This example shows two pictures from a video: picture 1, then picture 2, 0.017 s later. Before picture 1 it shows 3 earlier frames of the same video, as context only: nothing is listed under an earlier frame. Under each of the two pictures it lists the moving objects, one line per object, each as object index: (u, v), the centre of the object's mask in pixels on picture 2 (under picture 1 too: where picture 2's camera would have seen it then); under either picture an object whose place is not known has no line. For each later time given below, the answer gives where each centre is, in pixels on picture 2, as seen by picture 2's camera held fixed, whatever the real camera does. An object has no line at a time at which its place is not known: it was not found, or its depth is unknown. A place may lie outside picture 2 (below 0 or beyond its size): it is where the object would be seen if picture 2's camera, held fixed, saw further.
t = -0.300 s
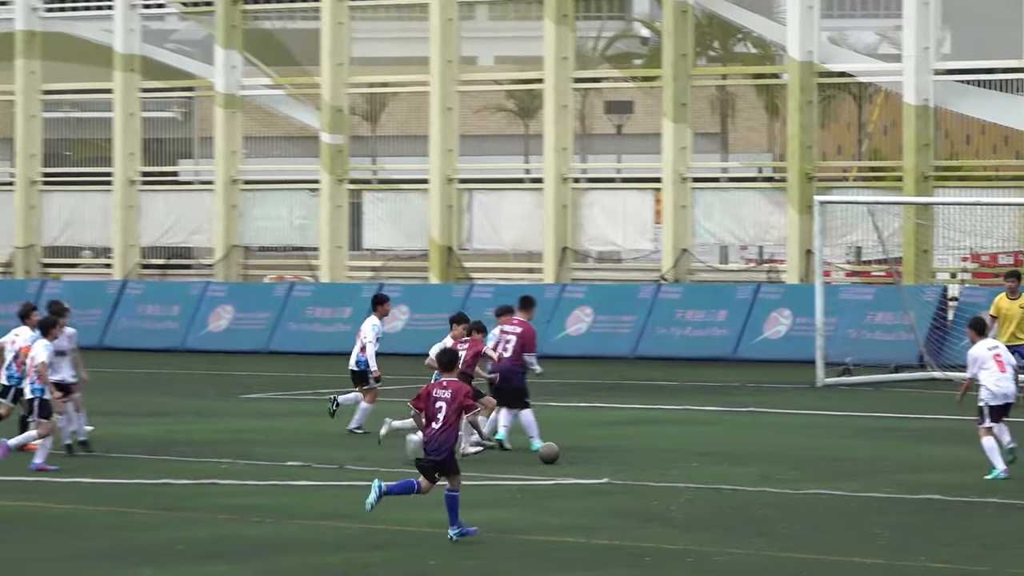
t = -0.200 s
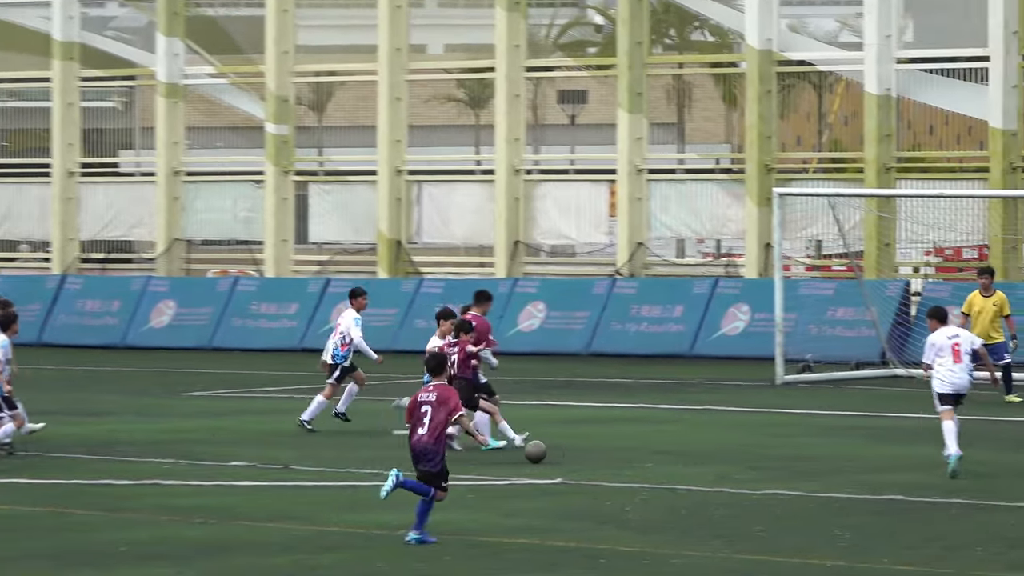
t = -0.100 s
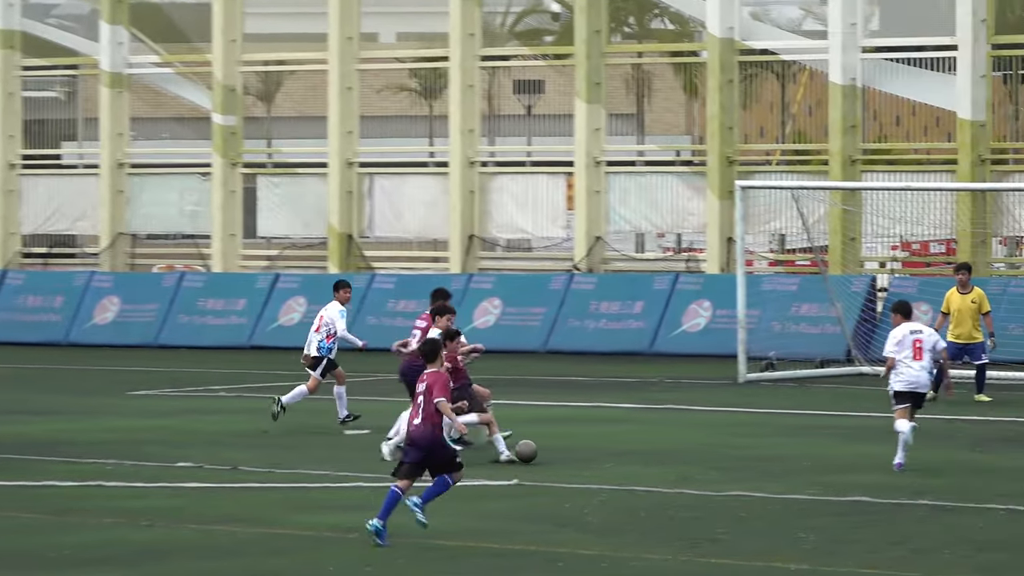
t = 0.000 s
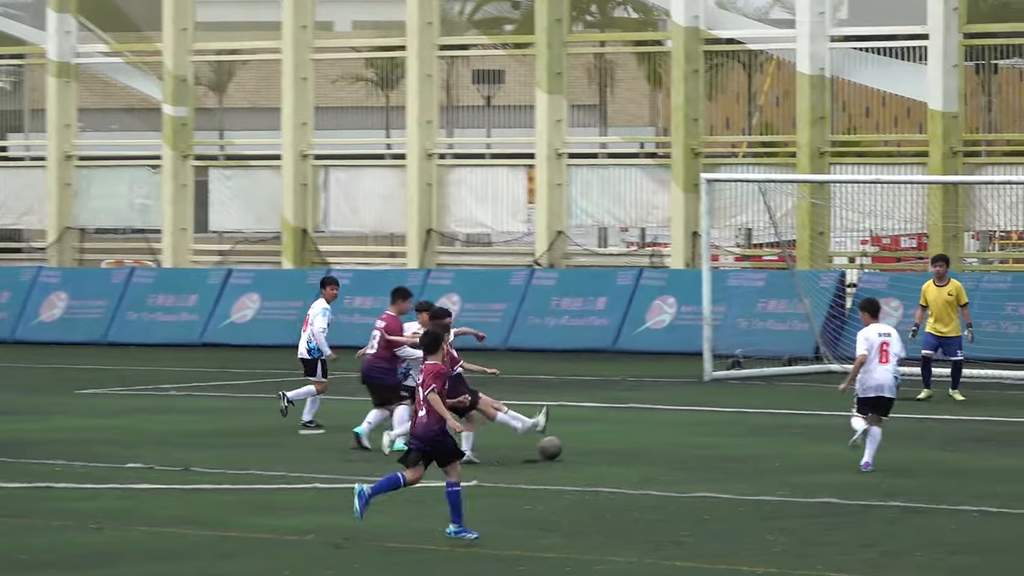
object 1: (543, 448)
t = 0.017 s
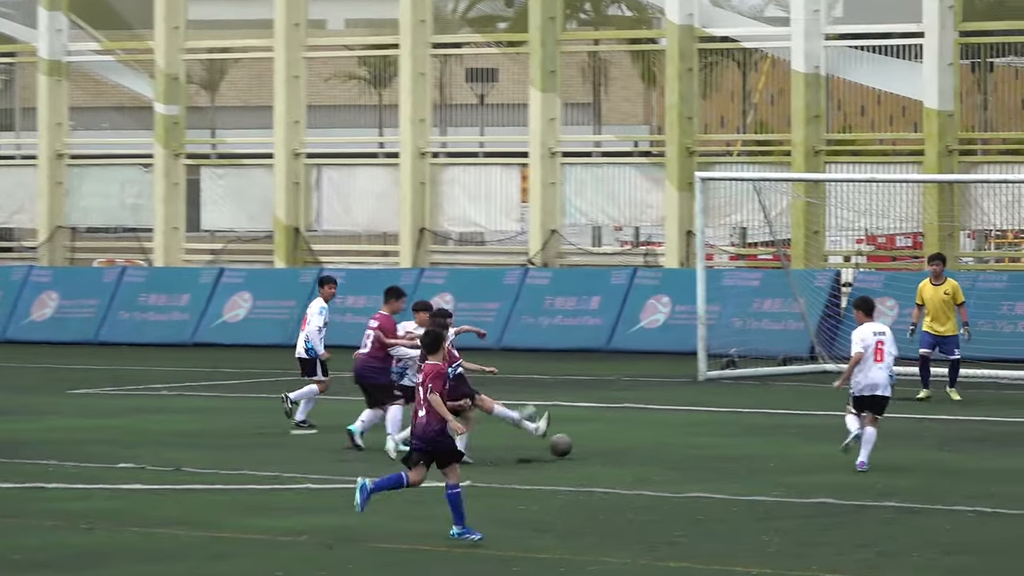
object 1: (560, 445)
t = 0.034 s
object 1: (576, 442)
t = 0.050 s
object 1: (592, 440)
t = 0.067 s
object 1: (607, 438)
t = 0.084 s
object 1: (622, 436)
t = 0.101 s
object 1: (638, 435)
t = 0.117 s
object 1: (652, 434)
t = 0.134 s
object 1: (667, 435)
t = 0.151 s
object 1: (681, 434)
